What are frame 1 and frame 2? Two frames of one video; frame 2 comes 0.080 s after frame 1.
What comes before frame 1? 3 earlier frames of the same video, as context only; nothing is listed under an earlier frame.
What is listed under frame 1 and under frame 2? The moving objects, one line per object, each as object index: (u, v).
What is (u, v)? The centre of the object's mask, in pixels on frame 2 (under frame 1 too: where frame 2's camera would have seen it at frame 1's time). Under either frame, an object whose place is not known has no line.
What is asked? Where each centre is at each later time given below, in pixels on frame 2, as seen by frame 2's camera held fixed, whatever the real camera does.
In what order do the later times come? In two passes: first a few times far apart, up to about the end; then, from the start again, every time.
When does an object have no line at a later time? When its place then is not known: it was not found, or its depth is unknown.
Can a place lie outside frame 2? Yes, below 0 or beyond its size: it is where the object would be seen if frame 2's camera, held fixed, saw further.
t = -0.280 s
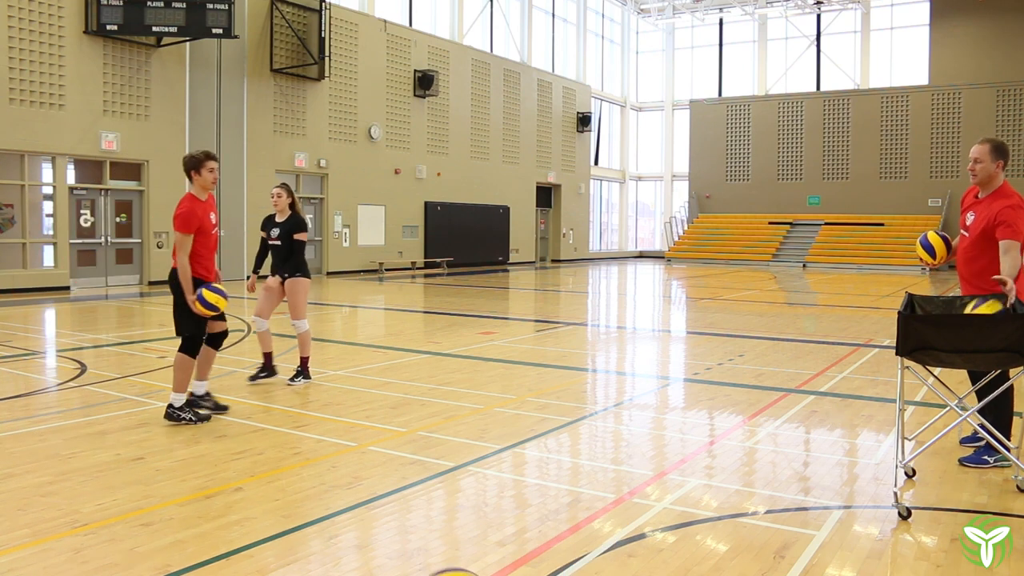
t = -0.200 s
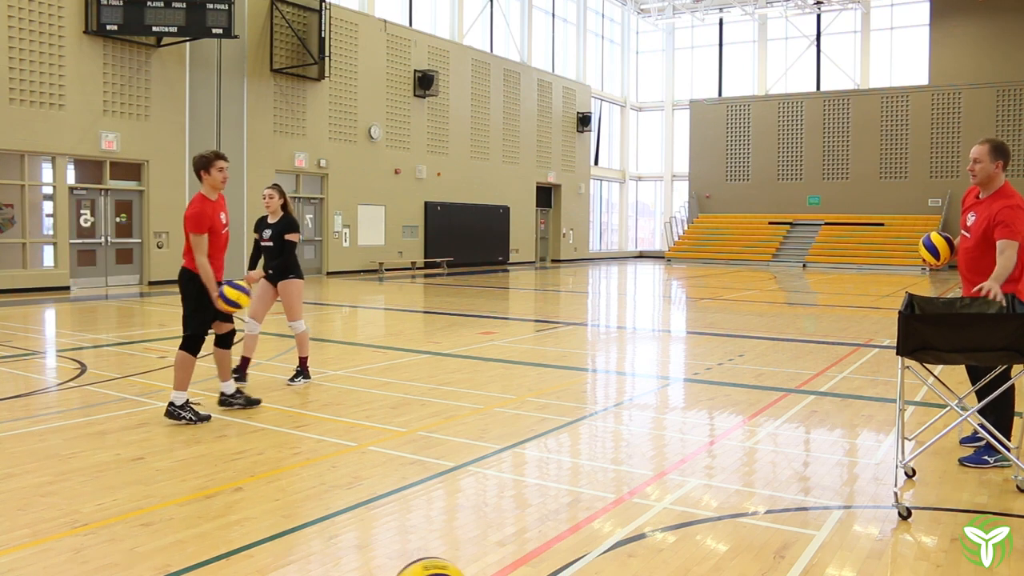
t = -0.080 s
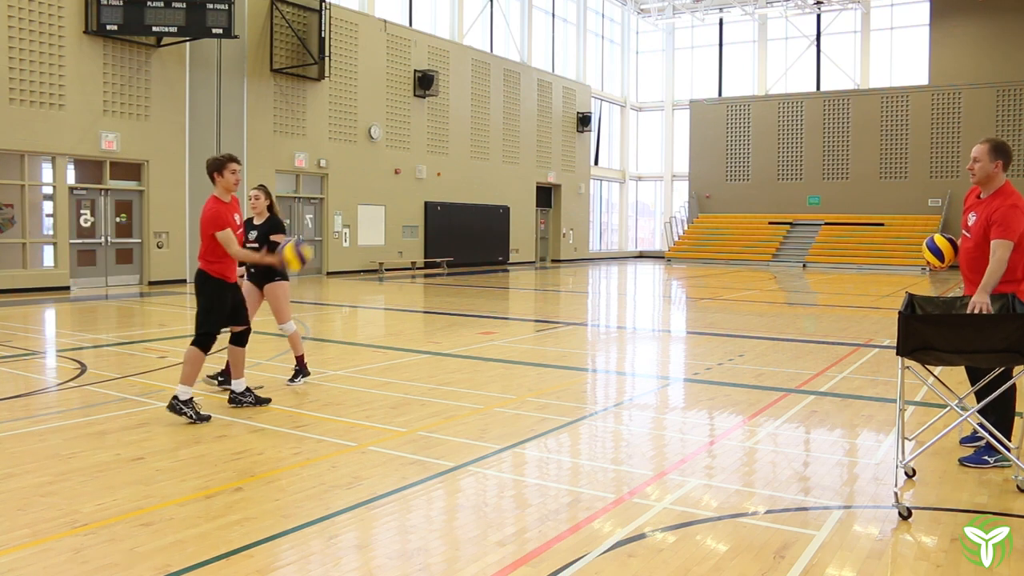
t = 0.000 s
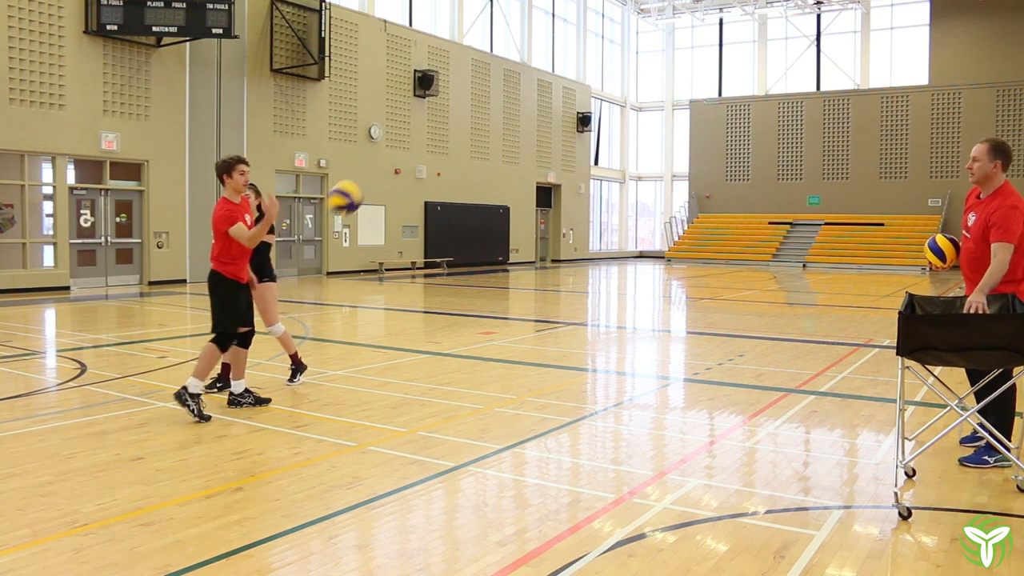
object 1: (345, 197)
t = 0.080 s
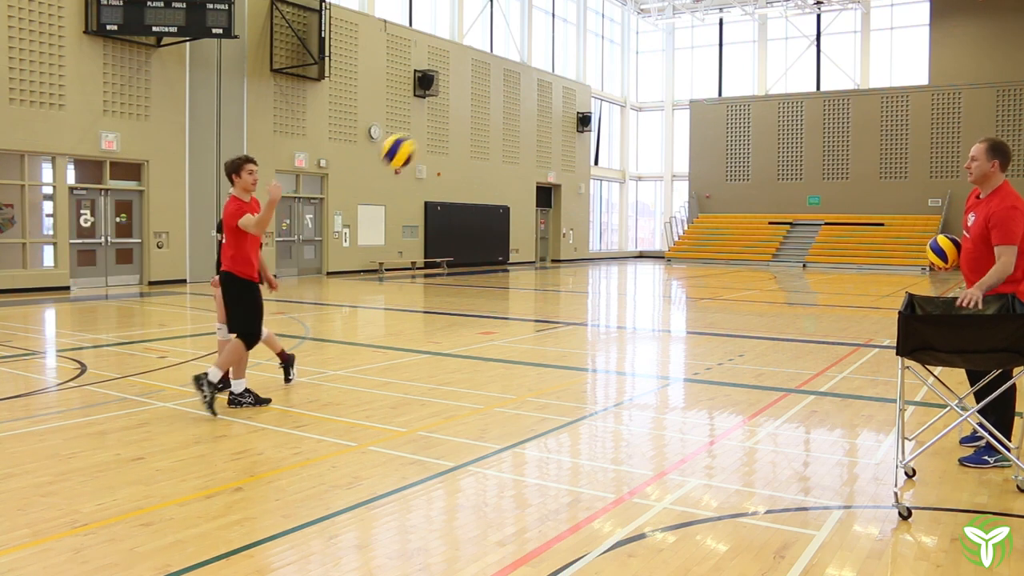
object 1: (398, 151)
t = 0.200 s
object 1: (480, 98)
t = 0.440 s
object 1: (651, 60)
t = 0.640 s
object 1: (798, 106)
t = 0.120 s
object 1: (425, 131)
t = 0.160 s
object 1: (452, 113)
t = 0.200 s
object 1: (480, 98)
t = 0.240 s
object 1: (508, 85)
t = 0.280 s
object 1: (537, 76)
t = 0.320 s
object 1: (565, 67)
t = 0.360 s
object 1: (593, 62)
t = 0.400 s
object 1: (622, 60)
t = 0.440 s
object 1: (651, 60)
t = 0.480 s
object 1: (679, 64)
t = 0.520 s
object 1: (709, 69)
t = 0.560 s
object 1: (738, 78)
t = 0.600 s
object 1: (768, 90)
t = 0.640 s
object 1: (798, 106)
